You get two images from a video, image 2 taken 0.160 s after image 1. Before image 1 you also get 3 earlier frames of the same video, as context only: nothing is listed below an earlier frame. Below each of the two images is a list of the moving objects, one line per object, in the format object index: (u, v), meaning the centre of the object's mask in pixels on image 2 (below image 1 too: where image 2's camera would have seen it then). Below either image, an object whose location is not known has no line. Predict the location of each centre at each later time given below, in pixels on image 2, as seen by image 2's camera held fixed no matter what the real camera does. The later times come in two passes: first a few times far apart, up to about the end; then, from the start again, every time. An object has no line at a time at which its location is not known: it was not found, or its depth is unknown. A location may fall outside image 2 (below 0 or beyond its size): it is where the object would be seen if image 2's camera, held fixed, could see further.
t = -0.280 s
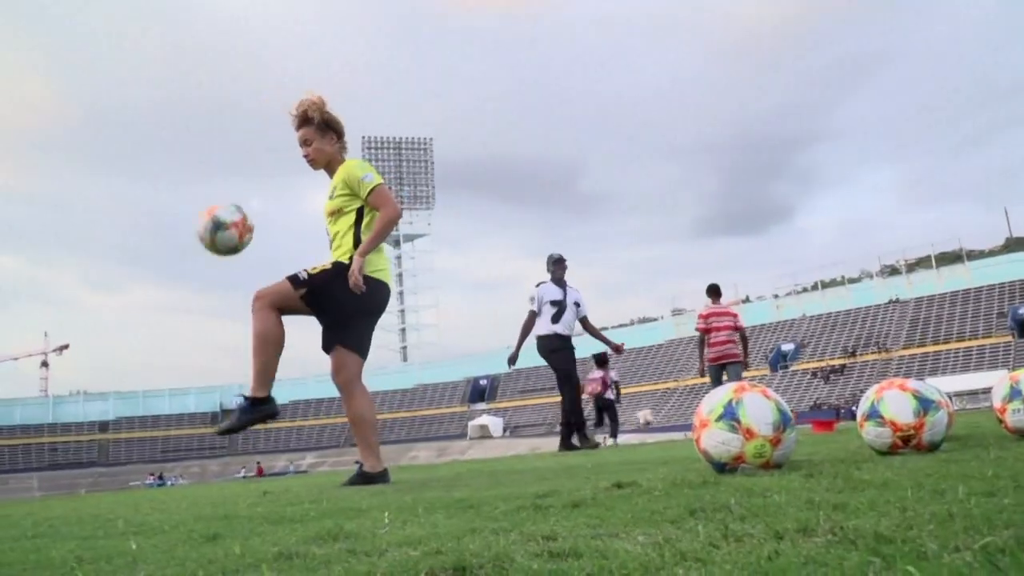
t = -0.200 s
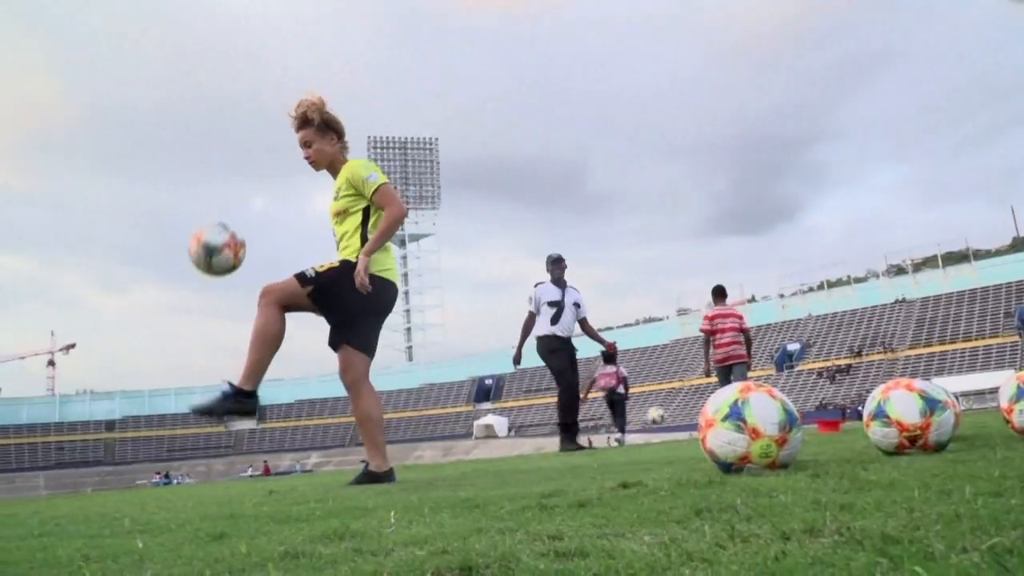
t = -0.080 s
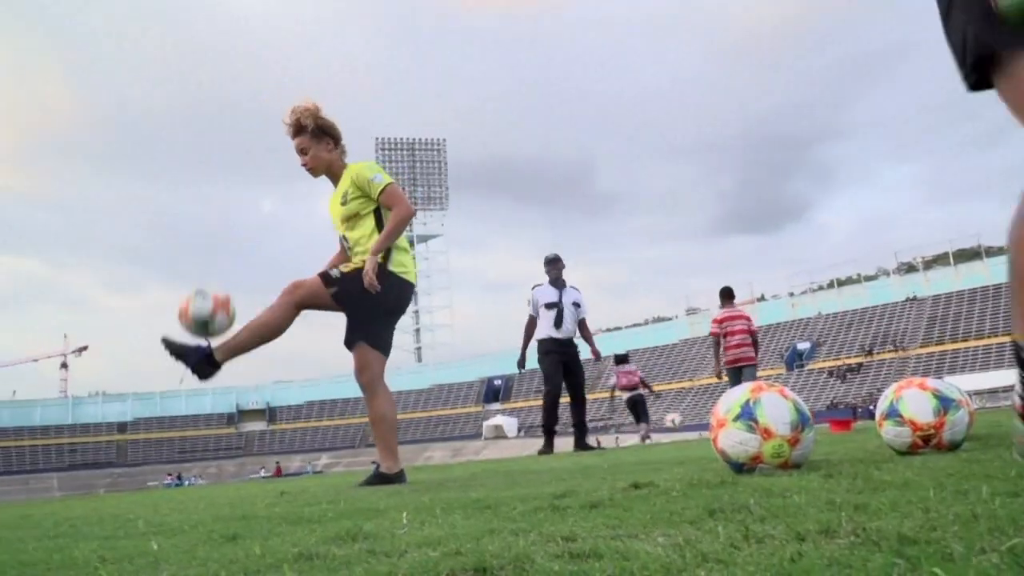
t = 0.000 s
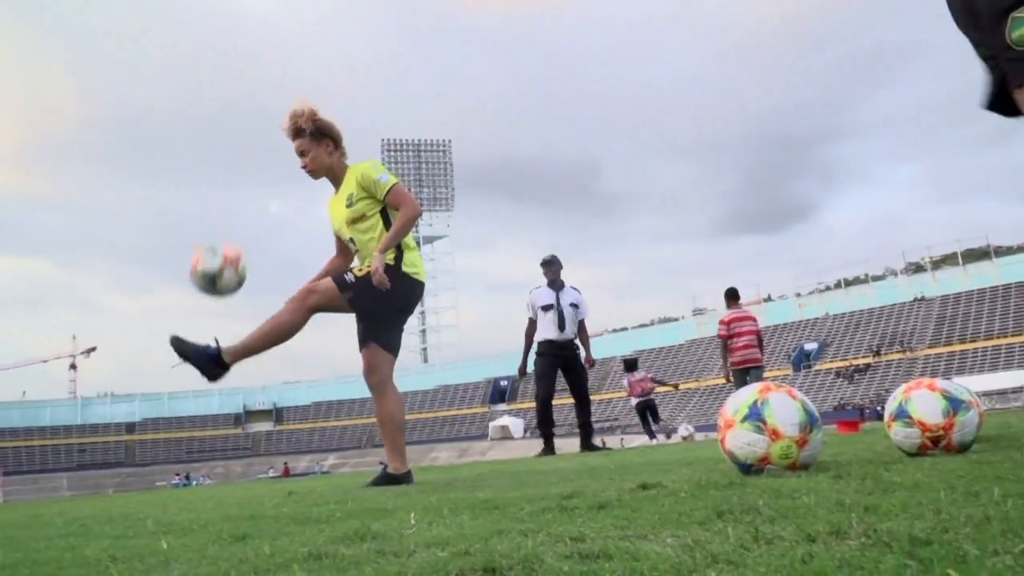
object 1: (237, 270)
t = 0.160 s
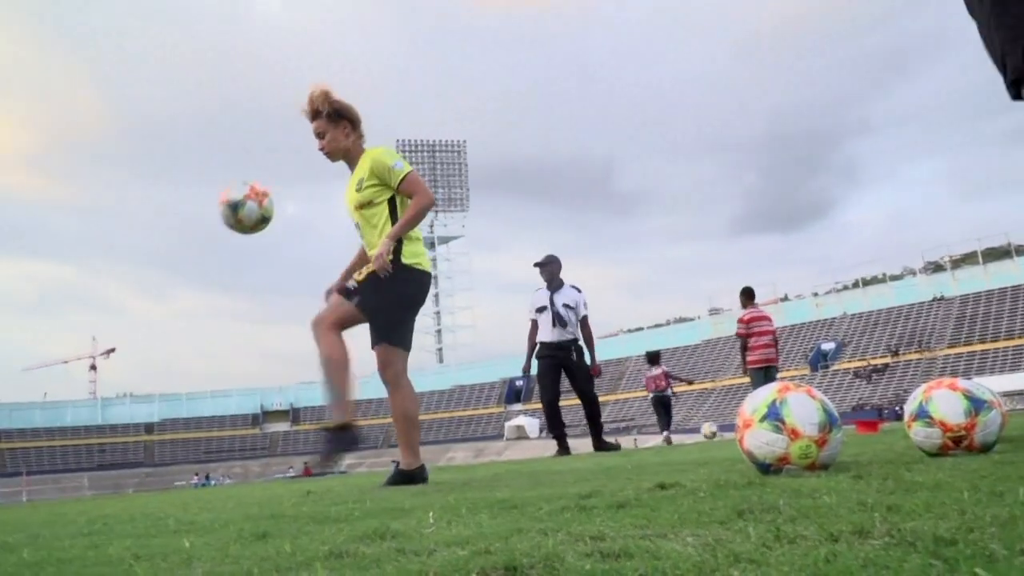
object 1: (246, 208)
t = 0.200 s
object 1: (249, 201)
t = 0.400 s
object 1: (265, 222)
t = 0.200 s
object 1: (249, 201)
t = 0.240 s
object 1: (252, 197)
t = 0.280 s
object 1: (254, 198)
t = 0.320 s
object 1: (258, 201)
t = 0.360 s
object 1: (260, 208)
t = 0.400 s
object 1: (265, 222)
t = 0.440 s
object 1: (269, 237)
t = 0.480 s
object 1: (273, 256)
